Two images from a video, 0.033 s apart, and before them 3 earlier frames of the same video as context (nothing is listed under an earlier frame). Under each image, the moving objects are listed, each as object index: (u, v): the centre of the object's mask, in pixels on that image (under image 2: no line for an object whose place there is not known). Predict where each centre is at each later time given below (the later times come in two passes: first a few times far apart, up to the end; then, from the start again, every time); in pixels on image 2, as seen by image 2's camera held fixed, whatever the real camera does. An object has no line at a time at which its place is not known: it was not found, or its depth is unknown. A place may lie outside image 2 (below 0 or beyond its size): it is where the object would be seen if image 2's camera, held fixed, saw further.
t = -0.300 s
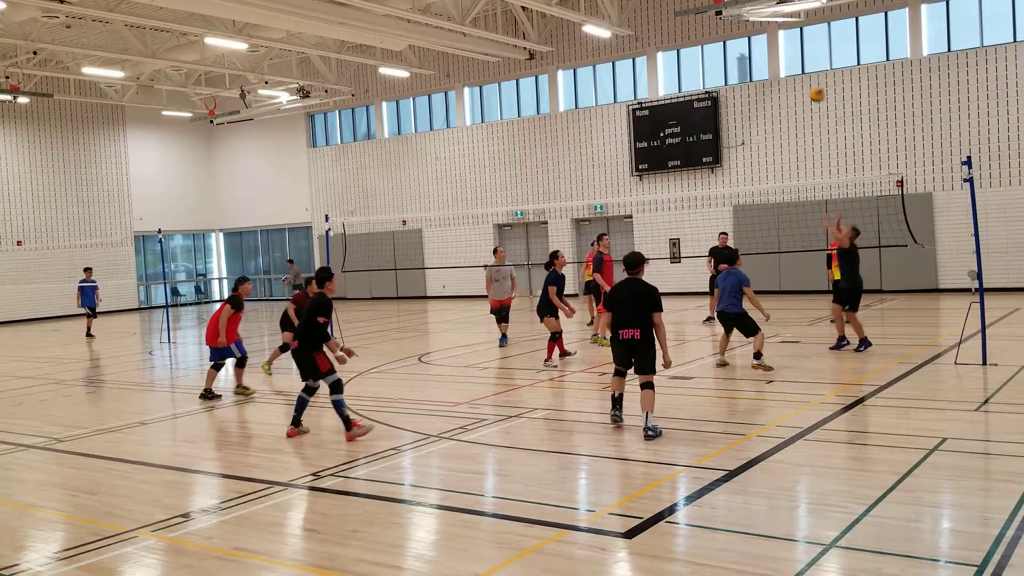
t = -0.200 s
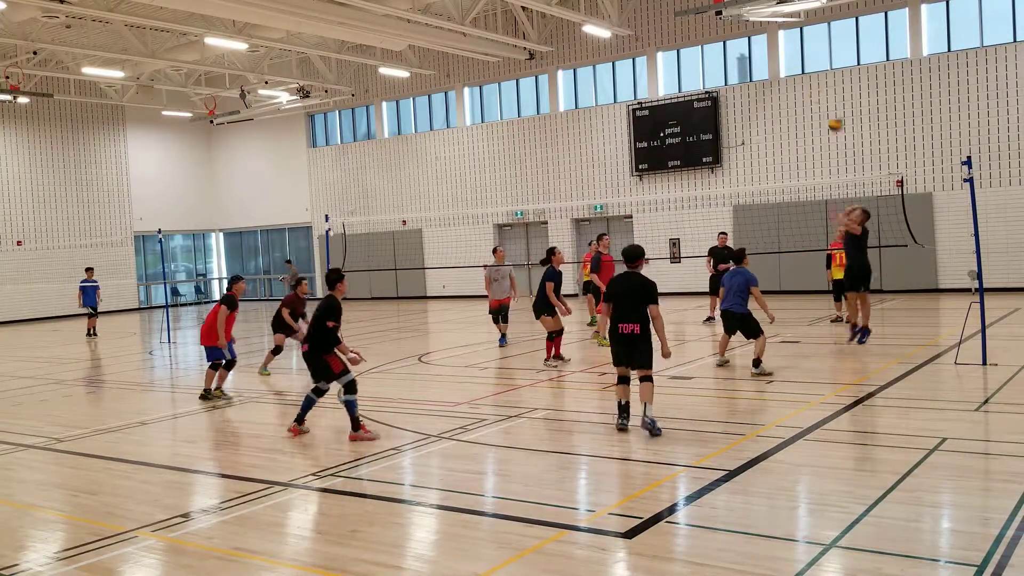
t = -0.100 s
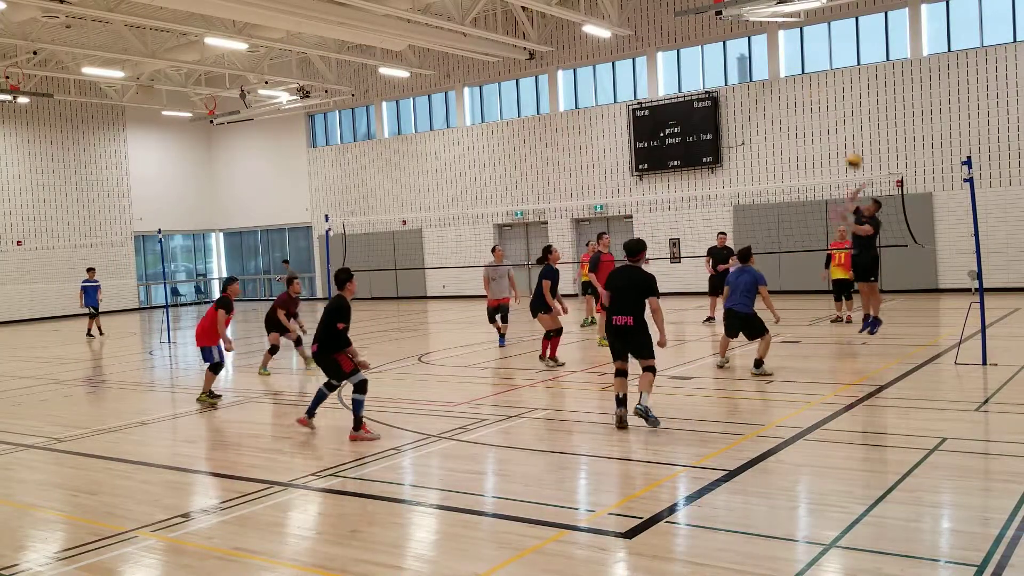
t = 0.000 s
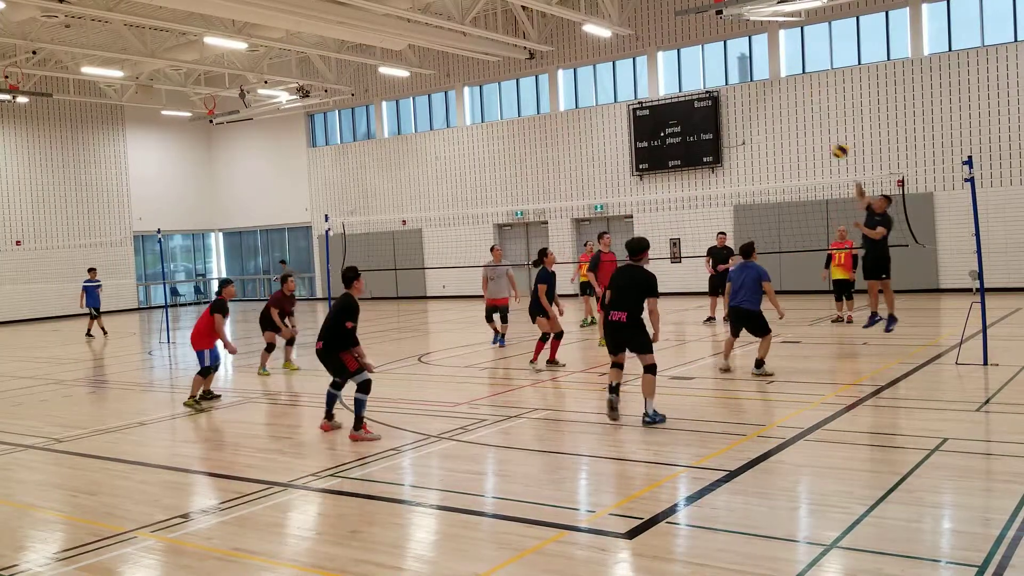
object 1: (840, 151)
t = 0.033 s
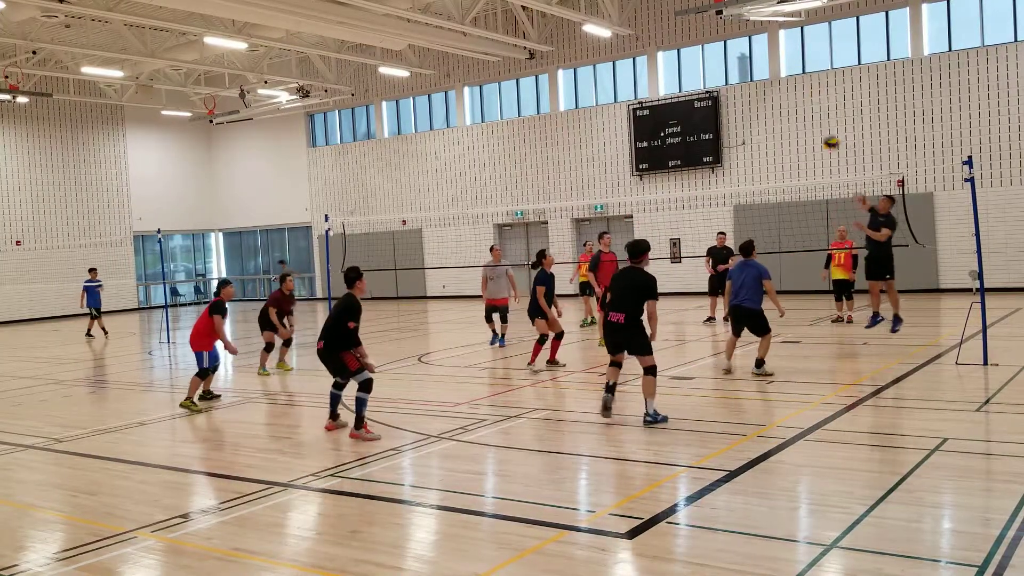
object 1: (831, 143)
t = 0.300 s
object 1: (751, 103)
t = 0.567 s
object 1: (651, 128)
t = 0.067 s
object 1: (822, 135)
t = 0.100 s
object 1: (814, 128)
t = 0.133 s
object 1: (805, 122)
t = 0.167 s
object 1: (794, 116)
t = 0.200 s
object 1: (784, 112)
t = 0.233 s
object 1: (773, 108)
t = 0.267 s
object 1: (763, 106)
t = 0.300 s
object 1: (751, 103)
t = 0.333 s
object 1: (741, 103)
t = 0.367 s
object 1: (728, 102)
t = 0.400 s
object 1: (716, 103)
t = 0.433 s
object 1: (704, 105)
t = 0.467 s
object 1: (691, 110)
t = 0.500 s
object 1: (677, 114)
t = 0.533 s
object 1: (665, 121)
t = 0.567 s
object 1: (651, 128)
